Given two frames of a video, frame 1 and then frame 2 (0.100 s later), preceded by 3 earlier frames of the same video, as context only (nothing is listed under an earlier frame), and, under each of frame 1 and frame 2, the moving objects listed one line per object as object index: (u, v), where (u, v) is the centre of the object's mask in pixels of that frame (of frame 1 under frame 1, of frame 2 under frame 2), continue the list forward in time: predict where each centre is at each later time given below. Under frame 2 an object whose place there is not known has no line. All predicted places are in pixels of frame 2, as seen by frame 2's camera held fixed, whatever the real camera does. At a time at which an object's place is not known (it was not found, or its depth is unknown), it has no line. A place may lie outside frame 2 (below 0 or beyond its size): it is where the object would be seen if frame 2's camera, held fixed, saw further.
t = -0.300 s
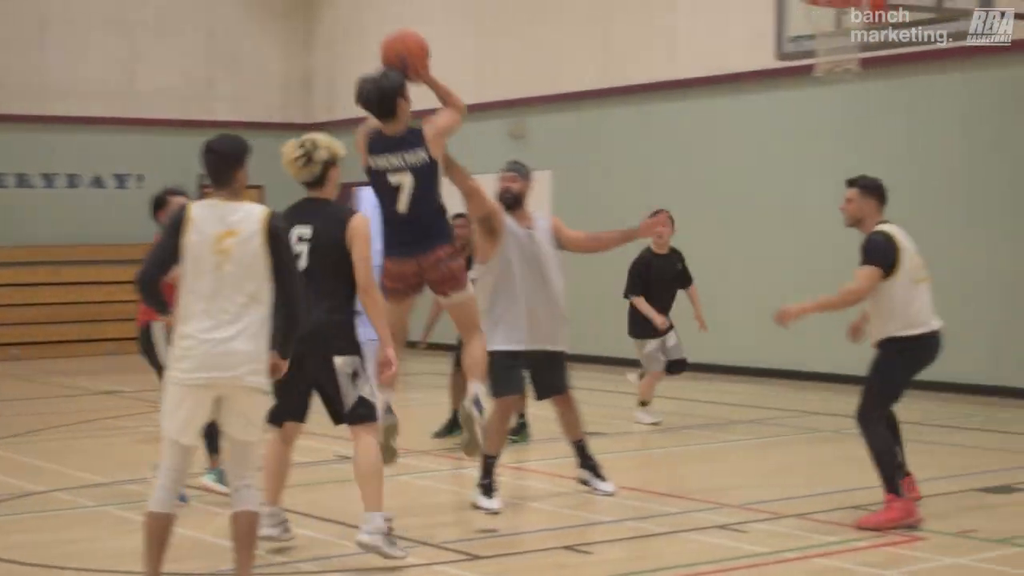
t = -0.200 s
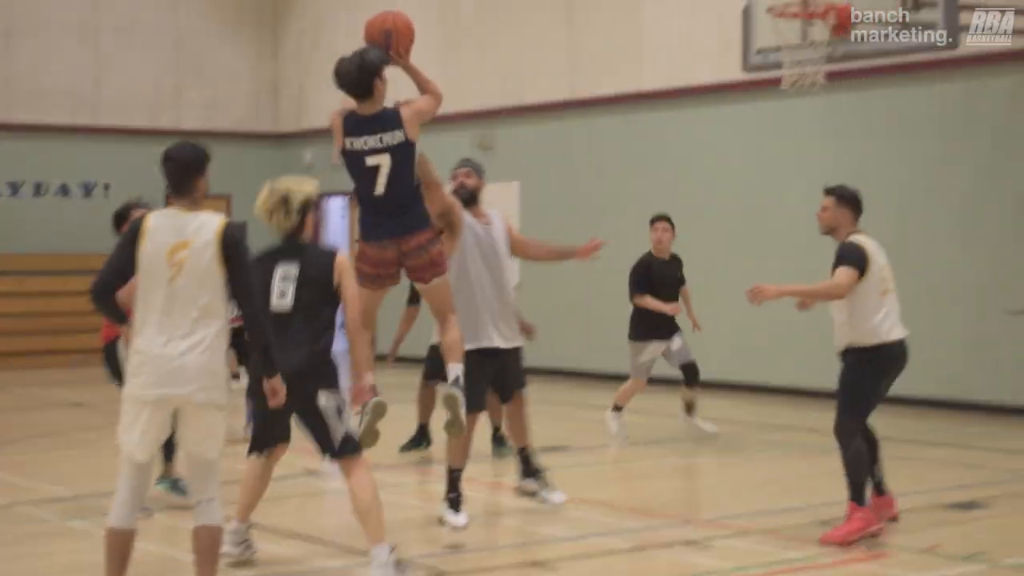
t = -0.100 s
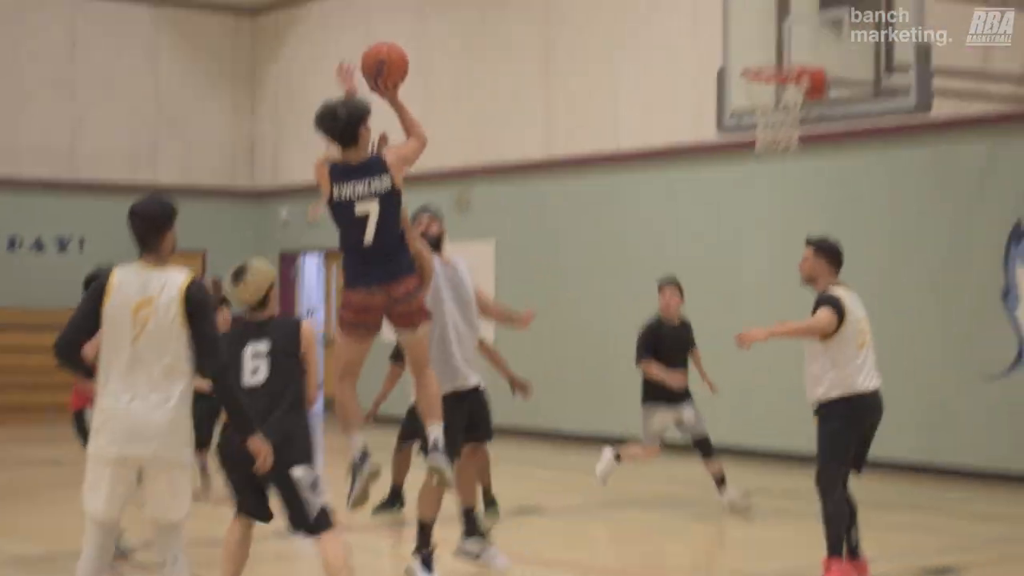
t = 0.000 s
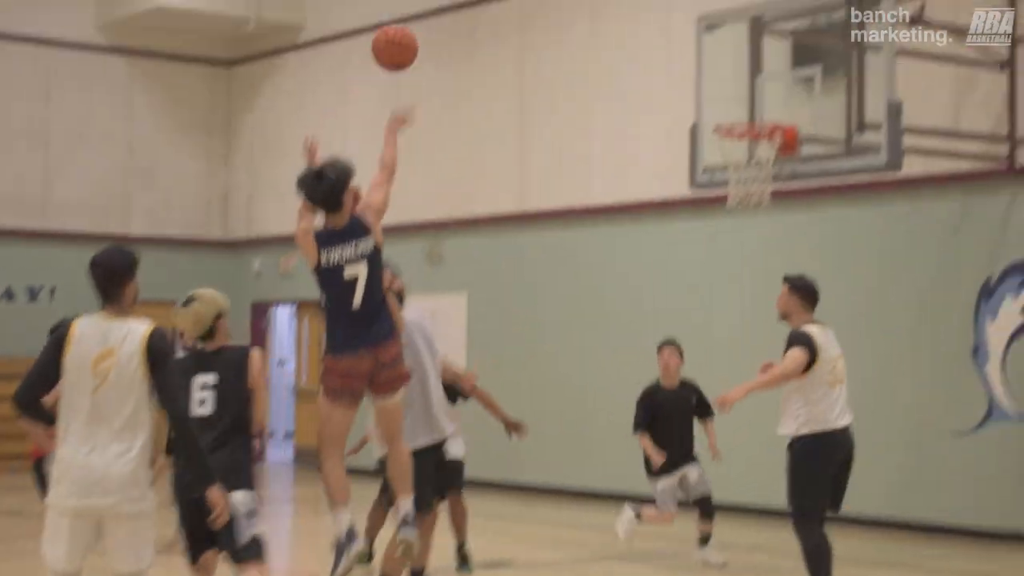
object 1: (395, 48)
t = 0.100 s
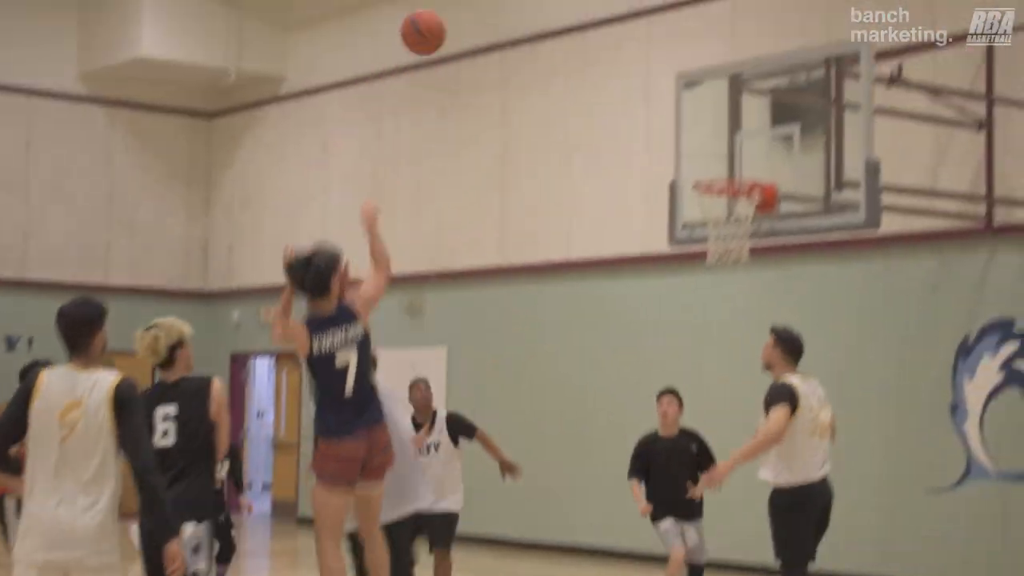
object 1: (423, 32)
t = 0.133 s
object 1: (438, 14)
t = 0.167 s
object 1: (453, -2)
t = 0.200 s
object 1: (466, -15)
